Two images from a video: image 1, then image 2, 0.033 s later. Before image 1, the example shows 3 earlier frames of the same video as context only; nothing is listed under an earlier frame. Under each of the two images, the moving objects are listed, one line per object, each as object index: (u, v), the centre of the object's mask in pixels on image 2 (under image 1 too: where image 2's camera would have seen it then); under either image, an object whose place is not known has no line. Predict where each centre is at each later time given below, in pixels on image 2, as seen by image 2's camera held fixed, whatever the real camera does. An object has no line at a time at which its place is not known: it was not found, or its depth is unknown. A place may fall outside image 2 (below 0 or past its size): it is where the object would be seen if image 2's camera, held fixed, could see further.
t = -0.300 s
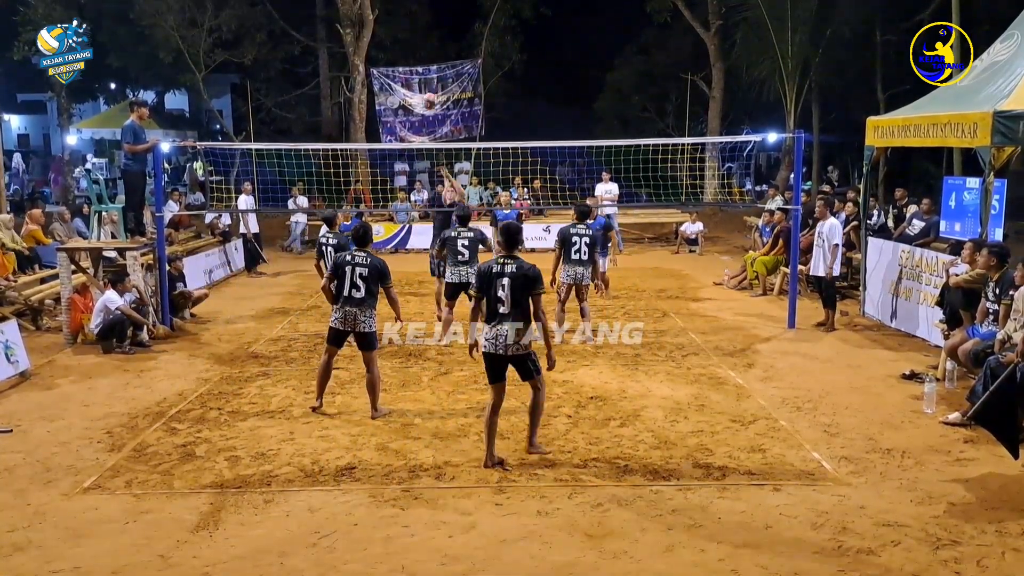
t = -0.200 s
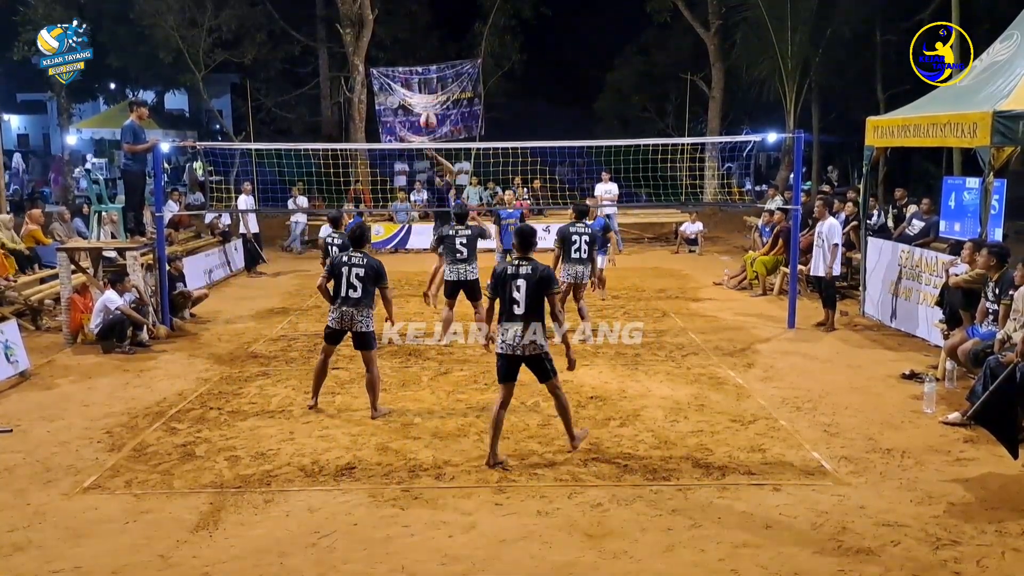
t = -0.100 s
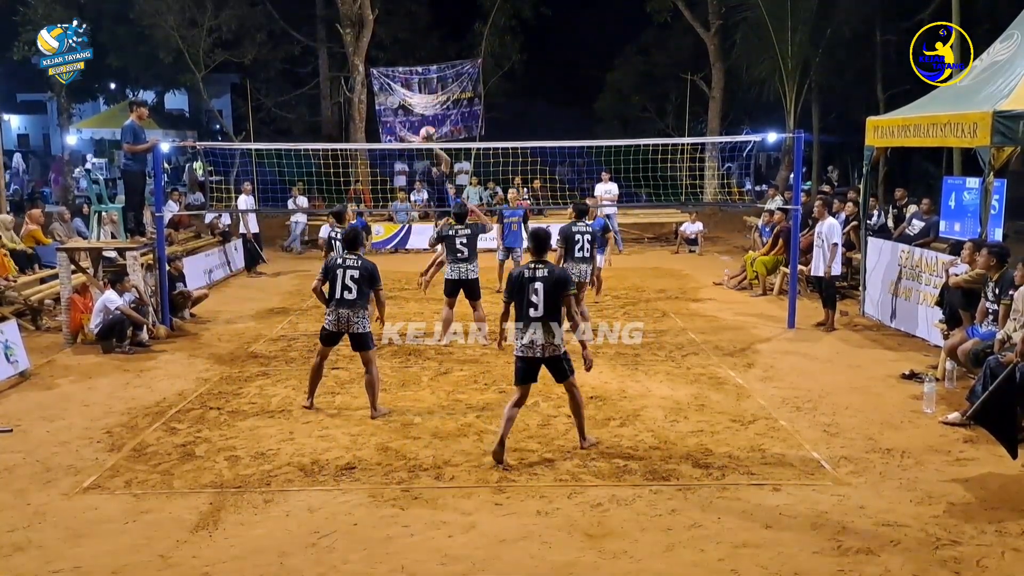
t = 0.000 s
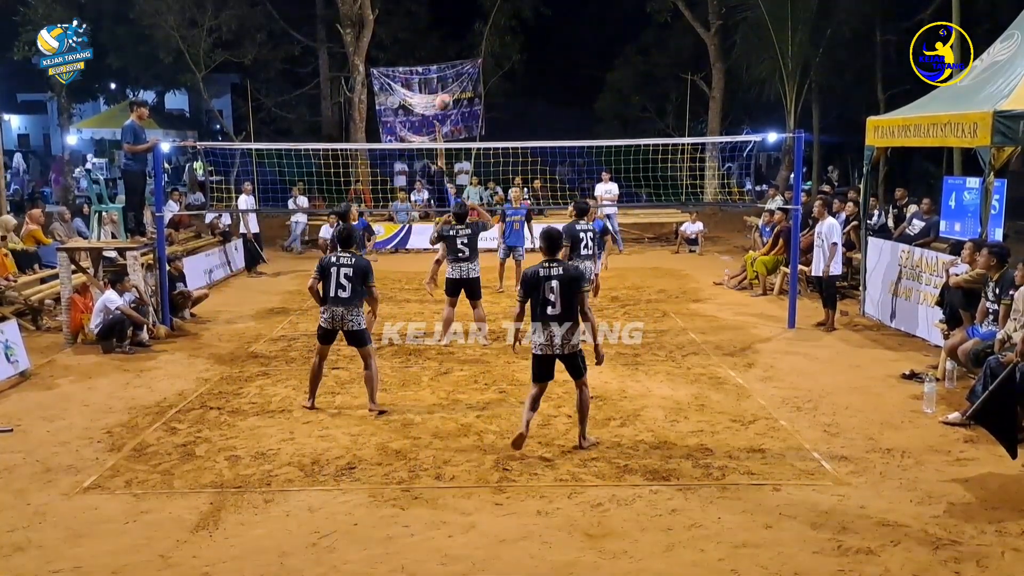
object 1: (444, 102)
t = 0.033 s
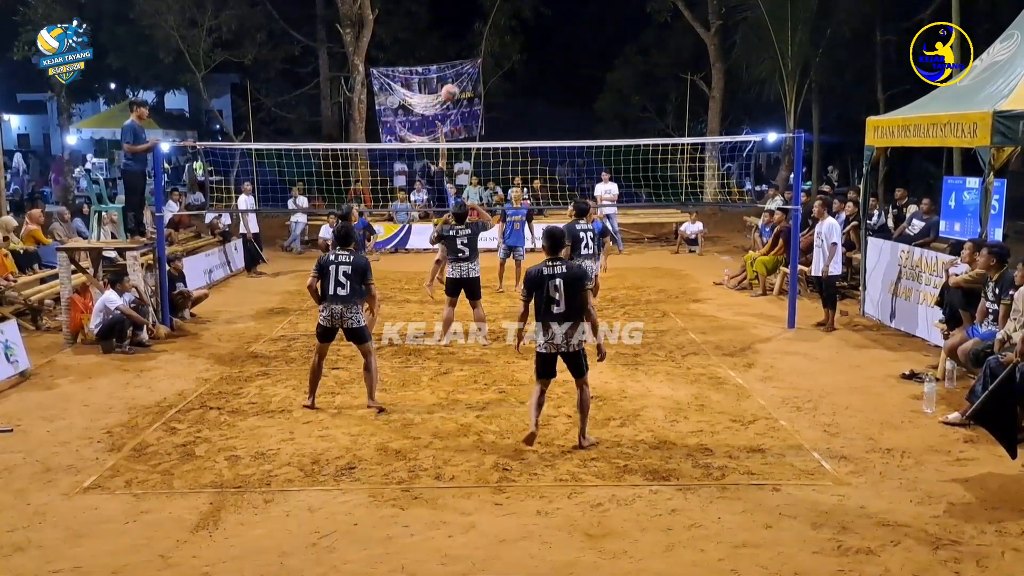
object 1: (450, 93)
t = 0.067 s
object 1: (455, 84)
